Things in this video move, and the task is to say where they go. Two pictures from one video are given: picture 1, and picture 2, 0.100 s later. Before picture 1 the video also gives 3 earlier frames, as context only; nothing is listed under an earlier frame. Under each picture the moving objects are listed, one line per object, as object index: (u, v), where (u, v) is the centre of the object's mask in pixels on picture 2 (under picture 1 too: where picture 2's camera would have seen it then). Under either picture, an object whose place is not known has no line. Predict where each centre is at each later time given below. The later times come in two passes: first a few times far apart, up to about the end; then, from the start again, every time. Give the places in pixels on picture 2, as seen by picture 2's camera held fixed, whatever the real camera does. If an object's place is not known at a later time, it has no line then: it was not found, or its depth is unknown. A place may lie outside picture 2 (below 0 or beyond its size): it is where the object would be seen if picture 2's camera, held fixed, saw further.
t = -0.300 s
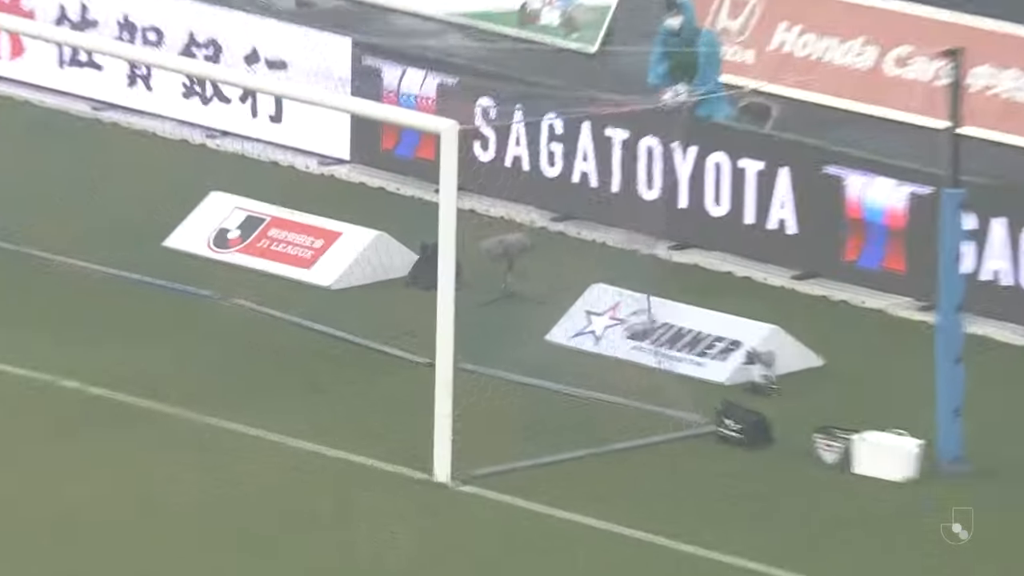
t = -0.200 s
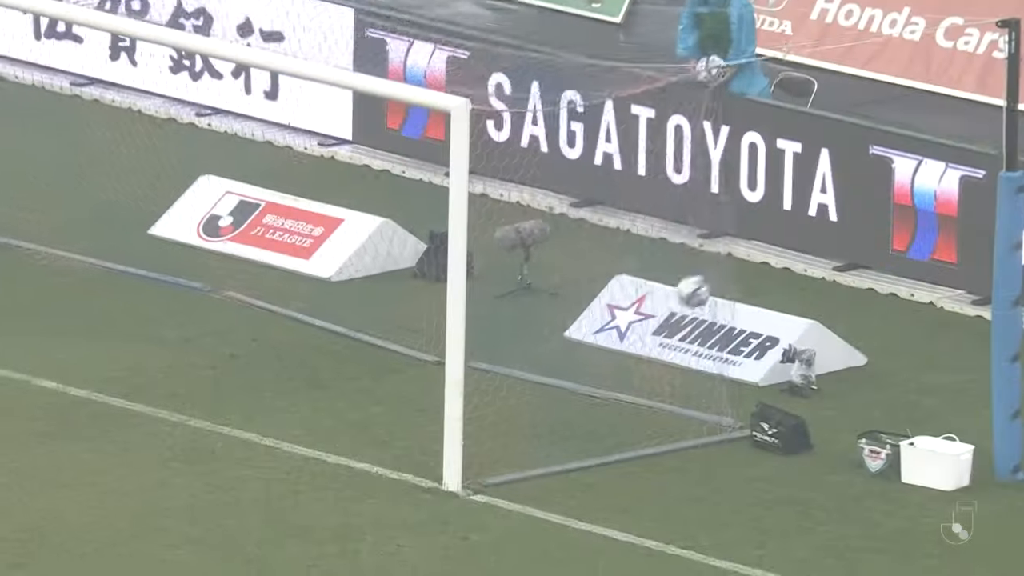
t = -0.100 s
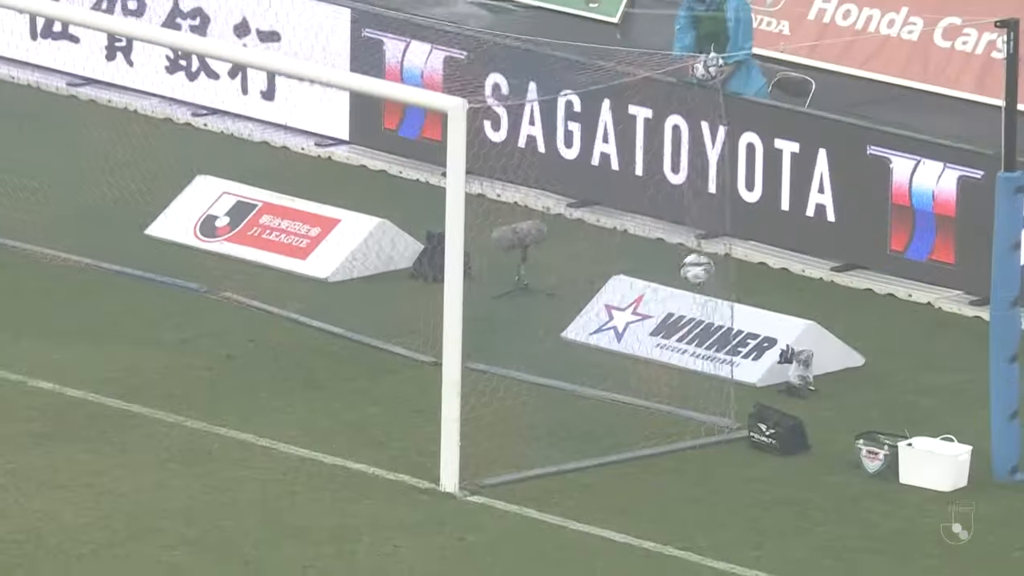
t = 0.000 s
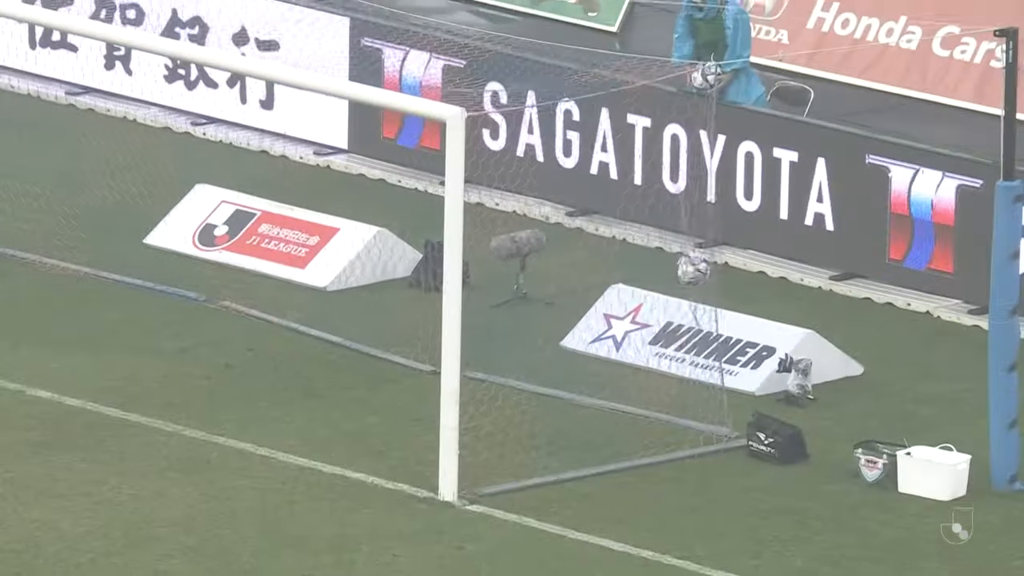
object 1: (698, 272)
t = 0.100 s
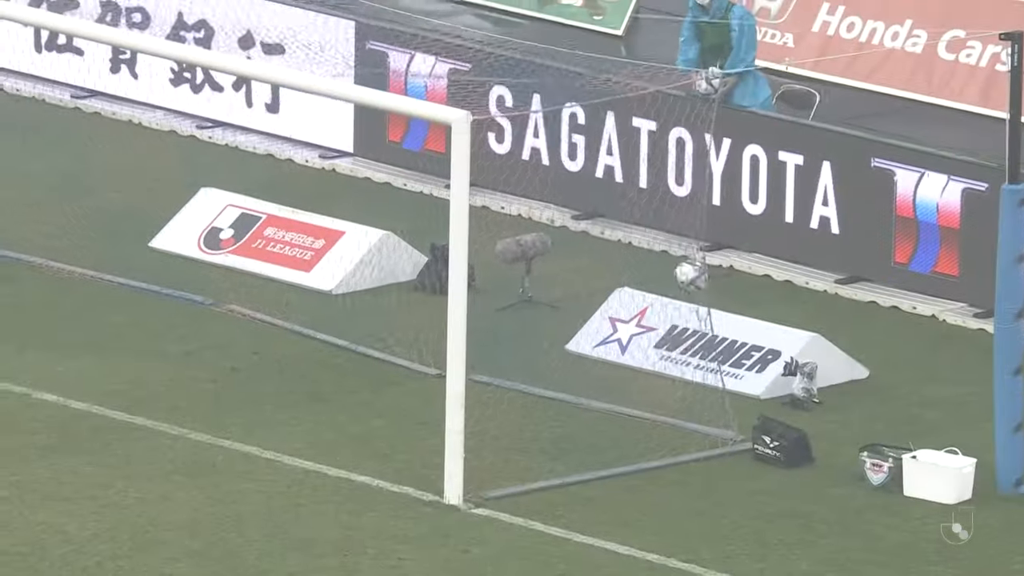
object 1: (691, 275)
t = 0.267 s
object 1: (674, 317)
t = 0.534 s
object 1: (639, 430)
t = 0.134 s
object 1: (687, 281)
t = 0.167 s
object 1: (684, 287)
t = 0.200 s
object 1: (681, 295)
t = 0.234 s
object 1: (678, 304)
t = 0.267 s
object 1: (674, 317)
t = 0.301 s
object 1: (670, 329)
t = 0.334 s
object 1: (668, 344)
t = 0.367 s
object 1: (663, 359)
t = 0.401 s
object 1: (659, 373)
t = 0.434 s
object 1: (654, 387)
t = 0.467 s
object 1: (650, 400)
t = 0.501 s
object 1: (646, 416)
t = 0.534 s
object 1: (639, 430)
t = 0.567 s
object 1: (636, 445)
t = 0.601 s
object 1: (631, 462)
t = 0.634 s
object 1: (626, 460)
